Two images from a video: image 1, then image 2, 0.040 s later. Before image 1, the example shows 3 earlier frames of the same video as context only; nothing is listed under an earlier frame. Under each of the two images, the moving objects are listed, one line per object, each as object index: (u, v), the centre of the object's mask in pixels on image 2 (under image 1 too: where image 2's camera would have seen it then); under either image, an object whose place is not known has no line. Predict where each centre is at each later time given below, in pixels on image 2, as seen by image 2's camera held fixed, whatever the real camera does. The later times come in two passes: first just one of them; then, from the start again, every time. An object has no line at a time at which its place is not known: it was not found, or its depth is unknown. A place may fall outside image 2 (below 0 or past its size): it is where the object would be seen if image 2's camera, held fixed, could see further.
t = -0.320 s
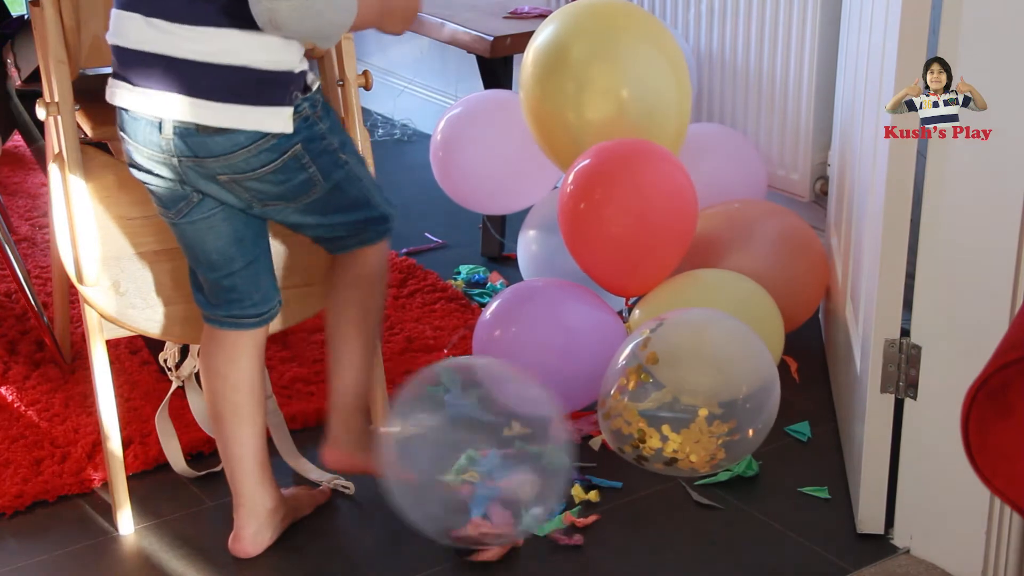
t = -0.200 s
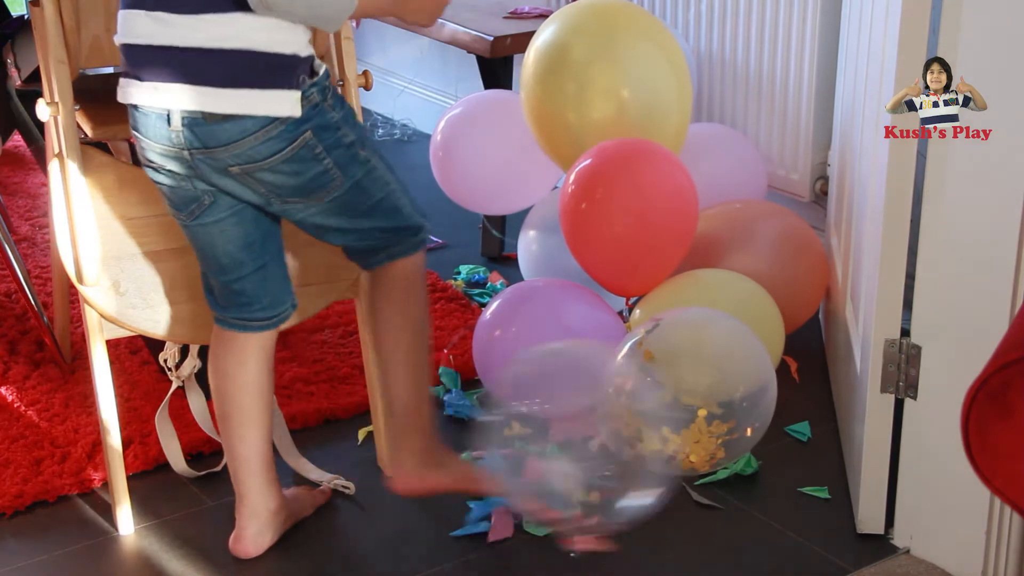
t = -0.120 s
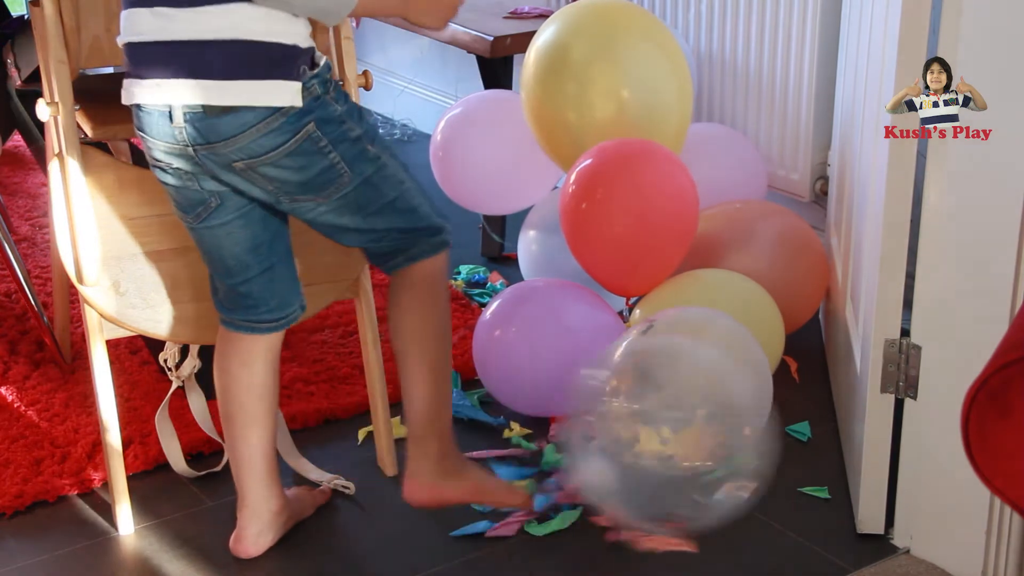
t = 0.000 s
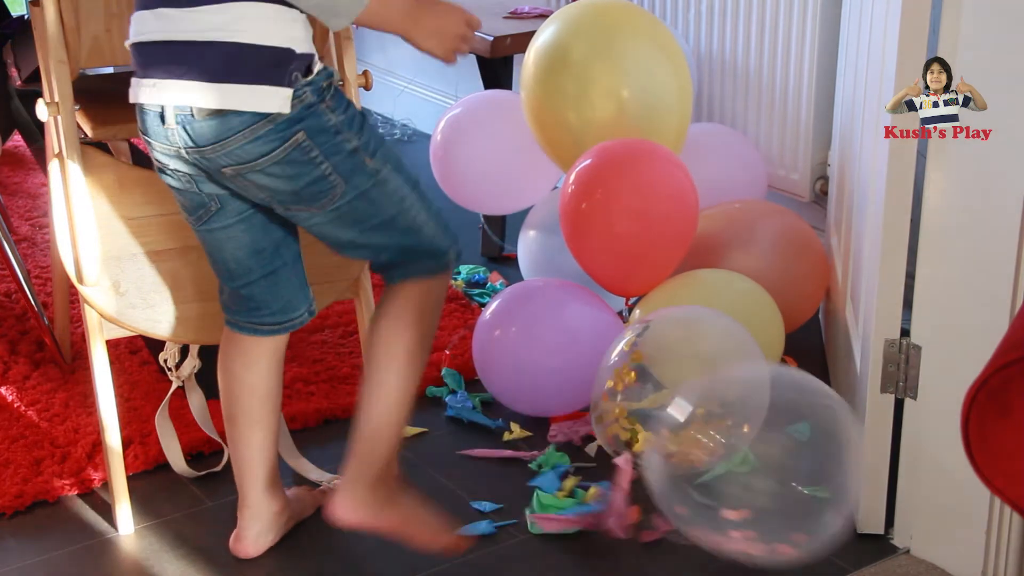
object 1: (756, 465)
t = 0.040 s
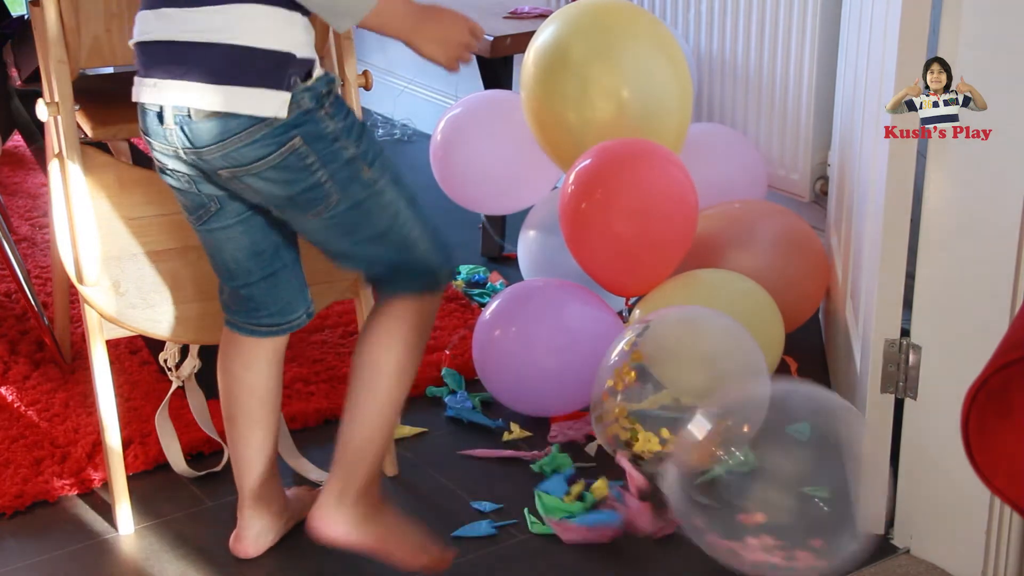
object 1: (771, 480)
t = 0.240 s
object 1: (764, 452)
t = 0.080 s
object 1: (790, 488)
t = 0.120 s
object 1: (794, 476)
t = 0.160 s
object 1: (788, 463)
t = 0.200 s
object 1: (770, 456)
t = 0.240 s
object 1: (764, 452)
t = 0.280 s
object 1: (755, 451)
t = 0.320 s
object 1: (747, 451)
